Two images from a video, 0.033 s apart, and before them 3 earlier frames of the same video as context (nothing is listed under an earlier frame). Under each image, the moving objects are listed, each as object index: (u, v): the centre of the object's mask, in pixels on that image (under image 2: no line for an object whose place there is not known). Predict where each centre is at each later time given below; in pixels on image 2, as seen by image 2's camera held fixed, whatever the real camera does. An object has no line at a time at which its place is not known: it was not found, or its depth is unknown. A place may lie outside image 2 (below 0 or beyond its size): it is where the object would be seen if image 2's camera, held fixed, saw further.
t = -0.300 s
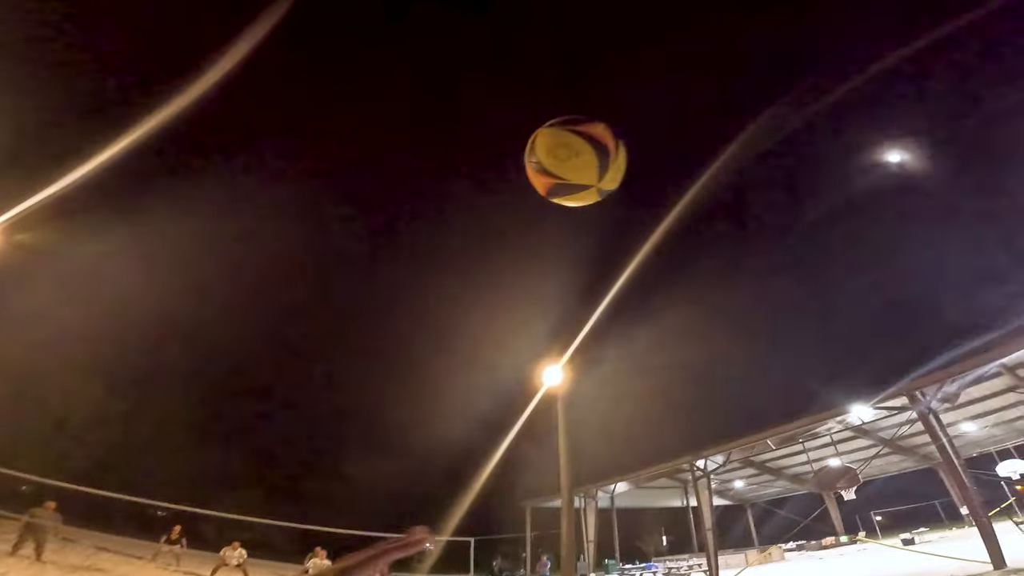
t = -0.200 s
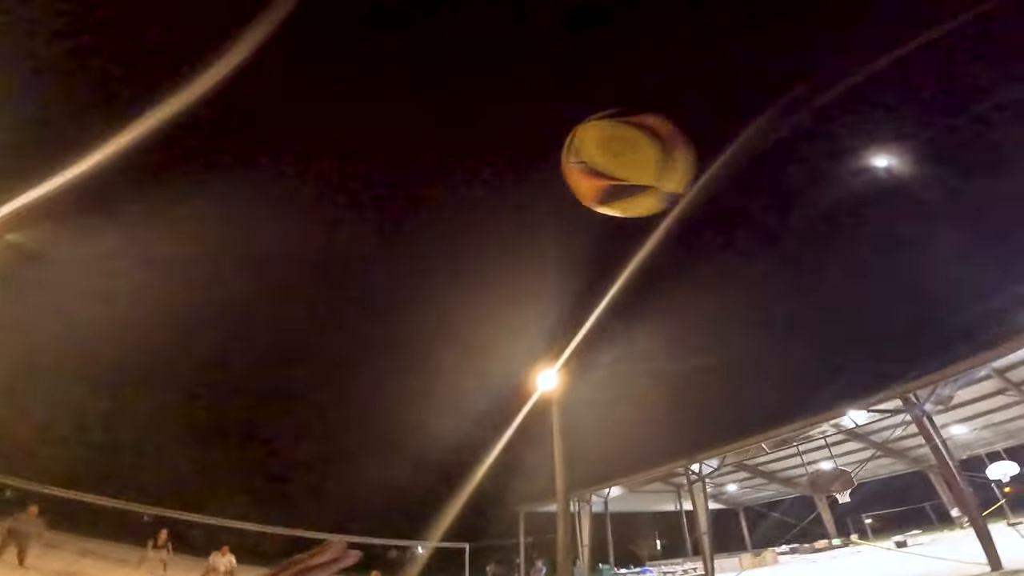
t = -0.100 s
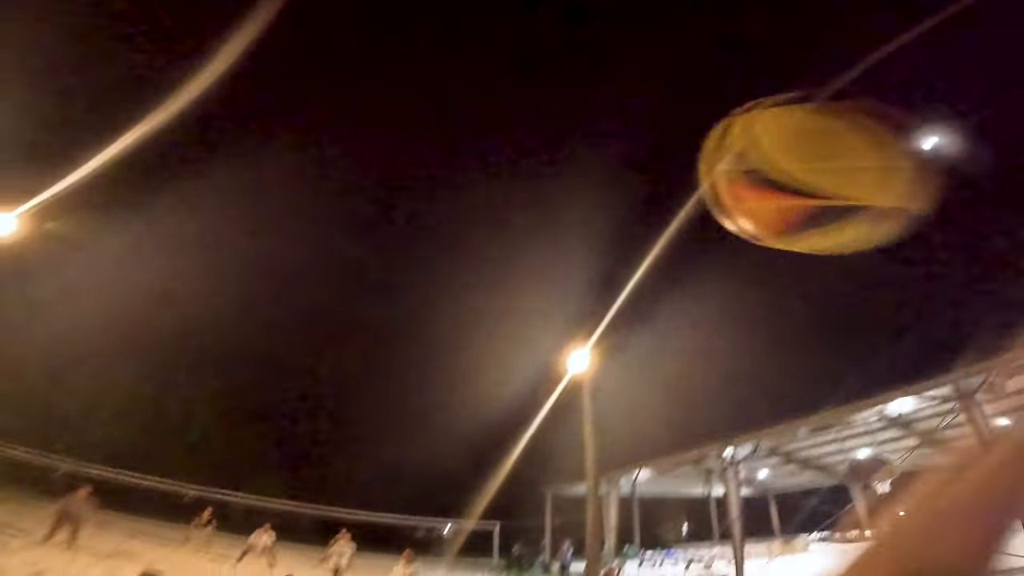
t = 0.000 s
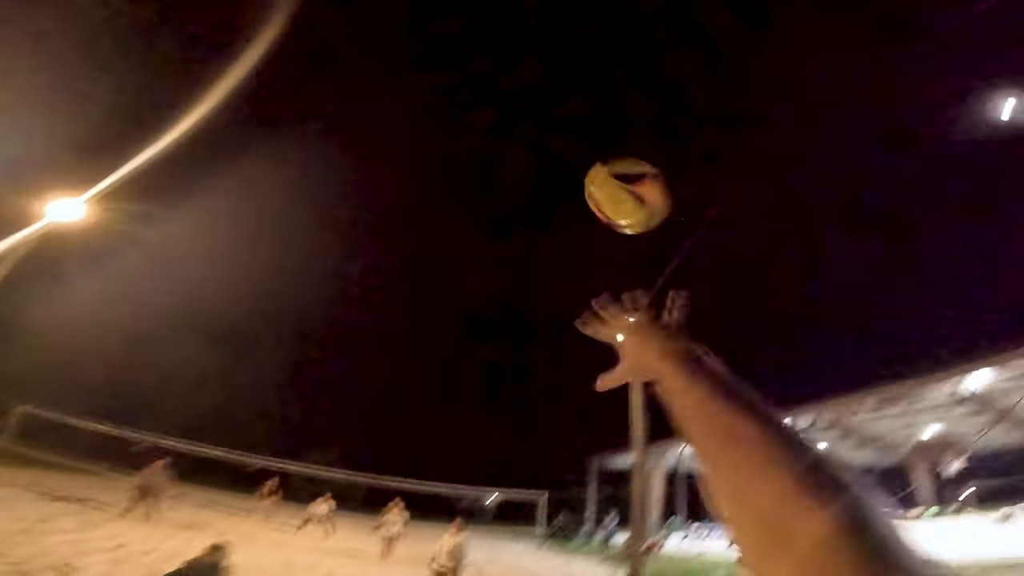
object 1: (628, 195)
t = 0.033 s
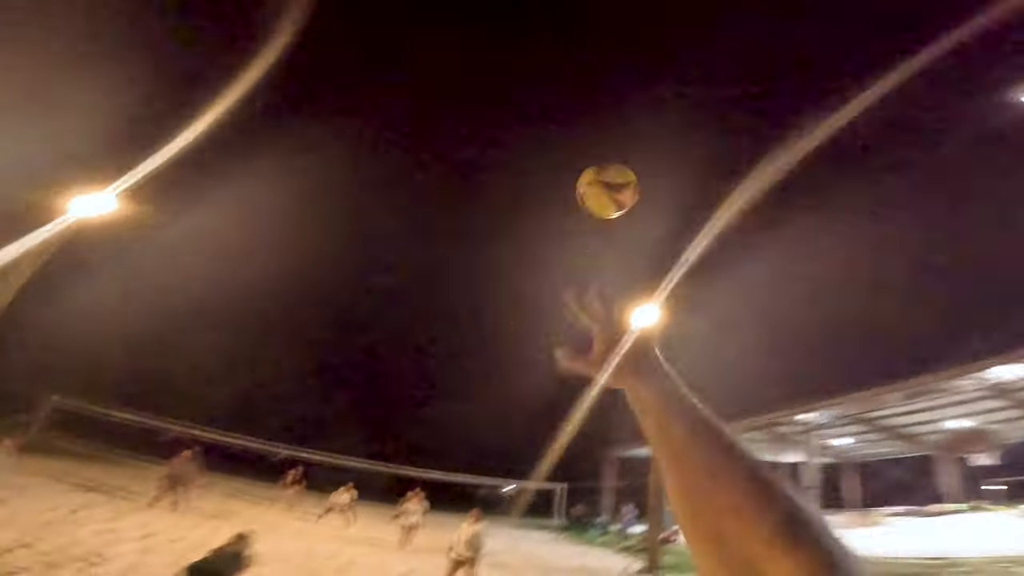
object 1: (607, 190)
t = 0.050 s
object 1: (592, 194)
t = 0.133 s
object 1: (554, 211)
